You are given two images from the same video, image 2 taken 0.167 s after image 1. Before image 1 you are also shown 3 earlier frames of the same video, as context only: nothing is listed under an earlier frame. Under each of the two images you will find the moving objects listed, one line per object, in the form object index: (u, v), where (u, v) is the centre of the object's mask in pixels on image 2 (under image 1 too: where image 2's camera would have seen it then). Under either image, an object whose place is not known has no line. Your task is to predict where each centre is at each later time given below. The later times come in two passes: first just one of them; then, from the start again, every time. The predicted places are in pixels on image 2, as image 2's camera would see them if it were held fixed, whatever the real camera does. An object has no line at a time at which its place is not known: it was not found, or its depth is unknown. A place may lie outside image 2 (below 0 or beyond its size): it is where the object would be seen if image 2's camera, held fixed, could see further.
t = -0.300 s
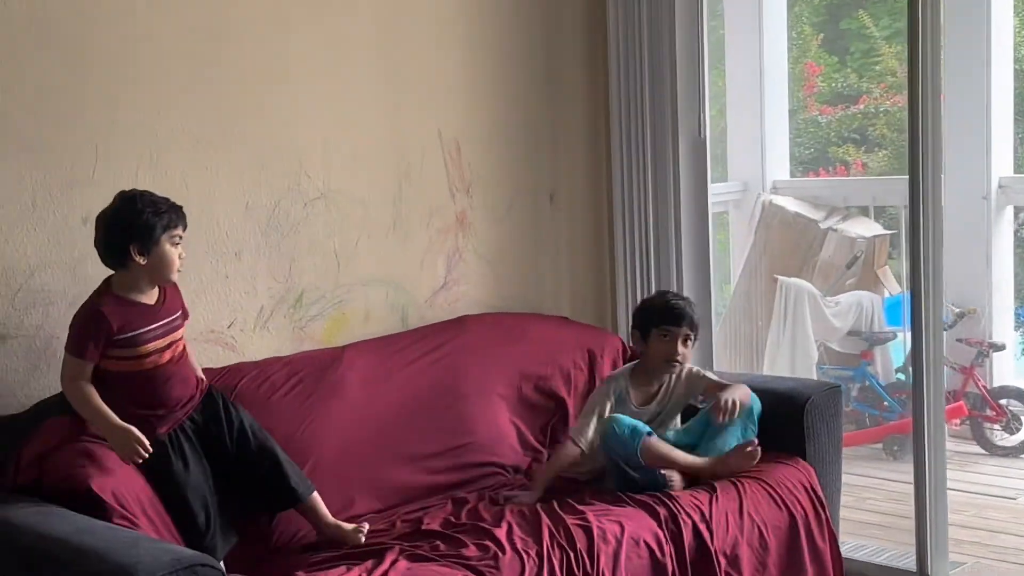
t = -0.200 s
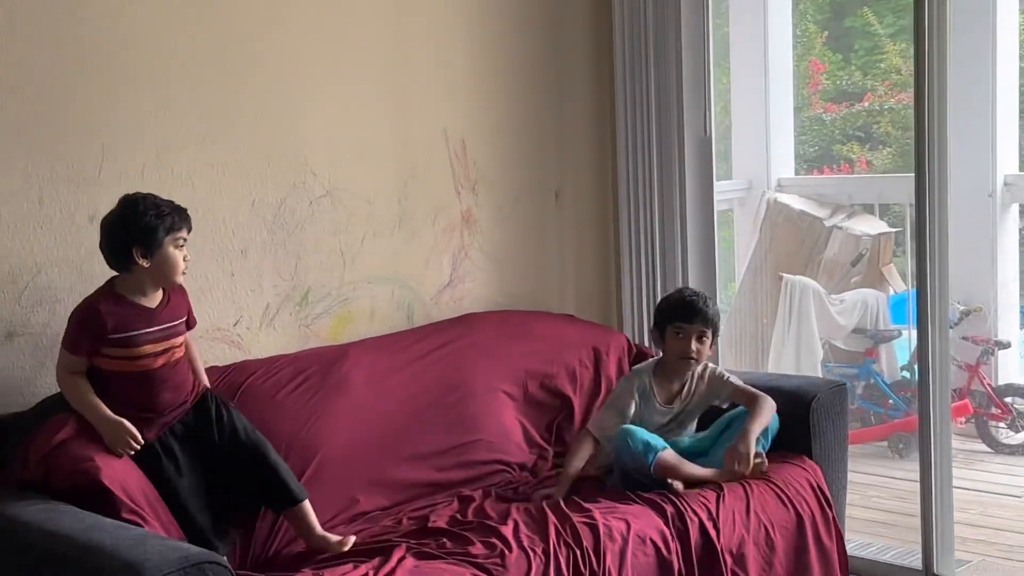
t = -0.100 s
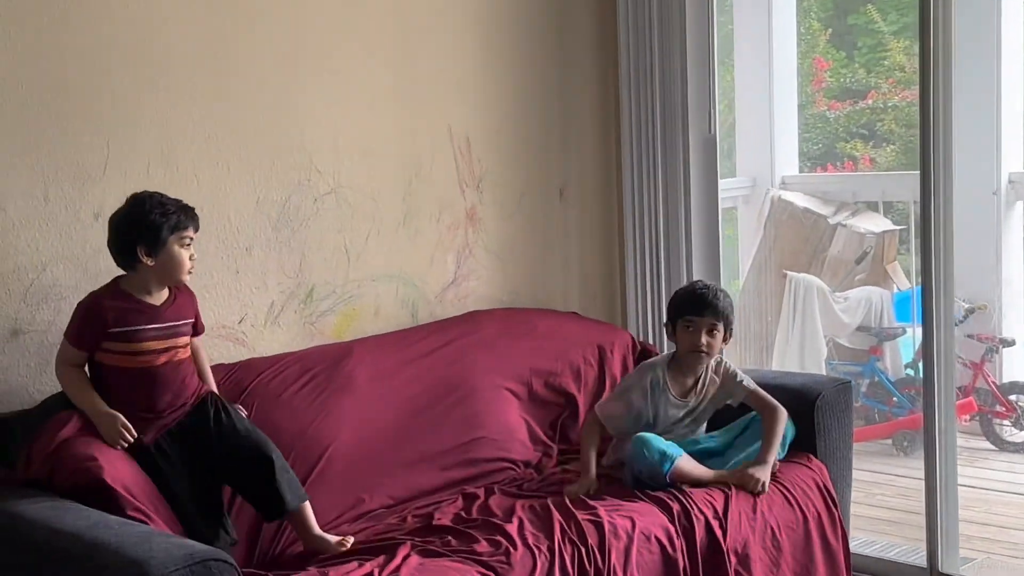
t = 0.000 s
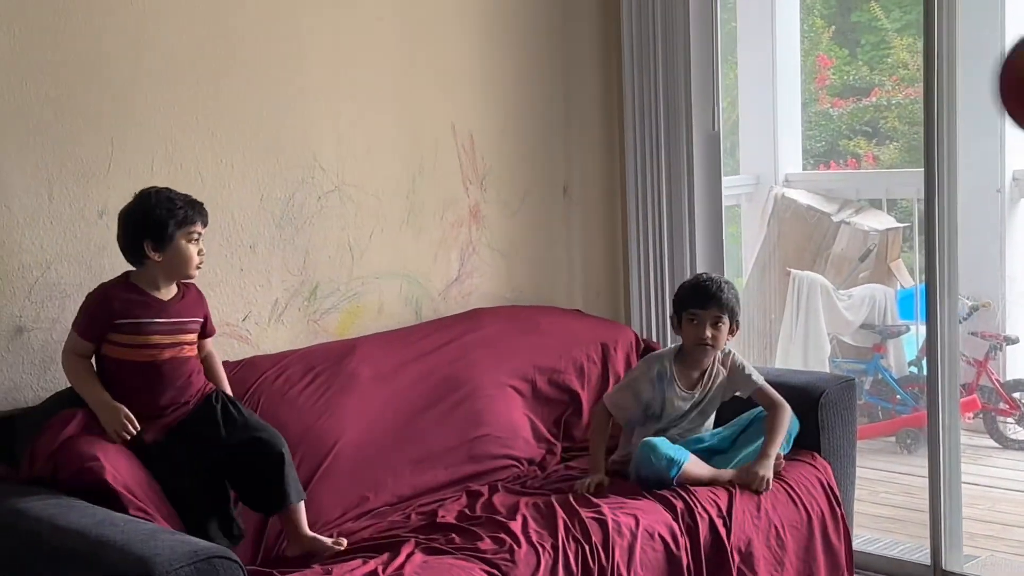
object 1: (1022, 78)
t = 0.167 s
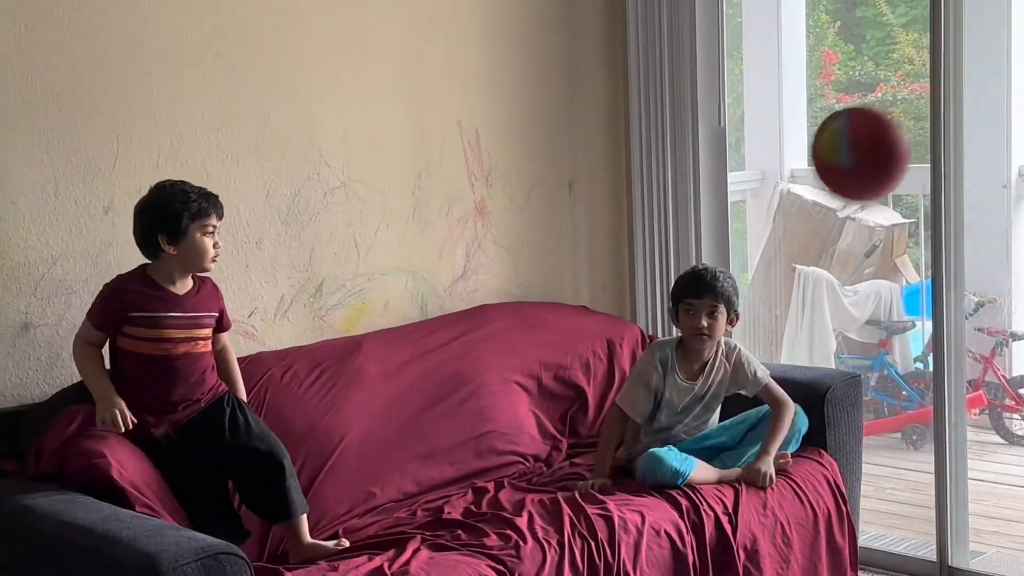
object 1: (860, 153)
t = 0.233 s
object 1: (797, 209)
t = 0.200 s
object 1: (828, 180)
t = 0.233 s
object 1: (797, 209)
